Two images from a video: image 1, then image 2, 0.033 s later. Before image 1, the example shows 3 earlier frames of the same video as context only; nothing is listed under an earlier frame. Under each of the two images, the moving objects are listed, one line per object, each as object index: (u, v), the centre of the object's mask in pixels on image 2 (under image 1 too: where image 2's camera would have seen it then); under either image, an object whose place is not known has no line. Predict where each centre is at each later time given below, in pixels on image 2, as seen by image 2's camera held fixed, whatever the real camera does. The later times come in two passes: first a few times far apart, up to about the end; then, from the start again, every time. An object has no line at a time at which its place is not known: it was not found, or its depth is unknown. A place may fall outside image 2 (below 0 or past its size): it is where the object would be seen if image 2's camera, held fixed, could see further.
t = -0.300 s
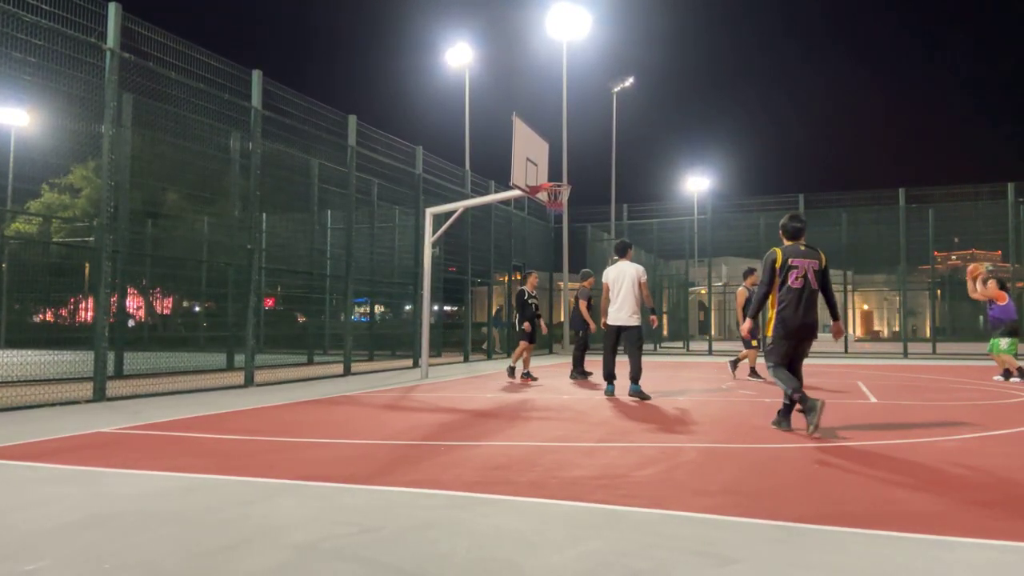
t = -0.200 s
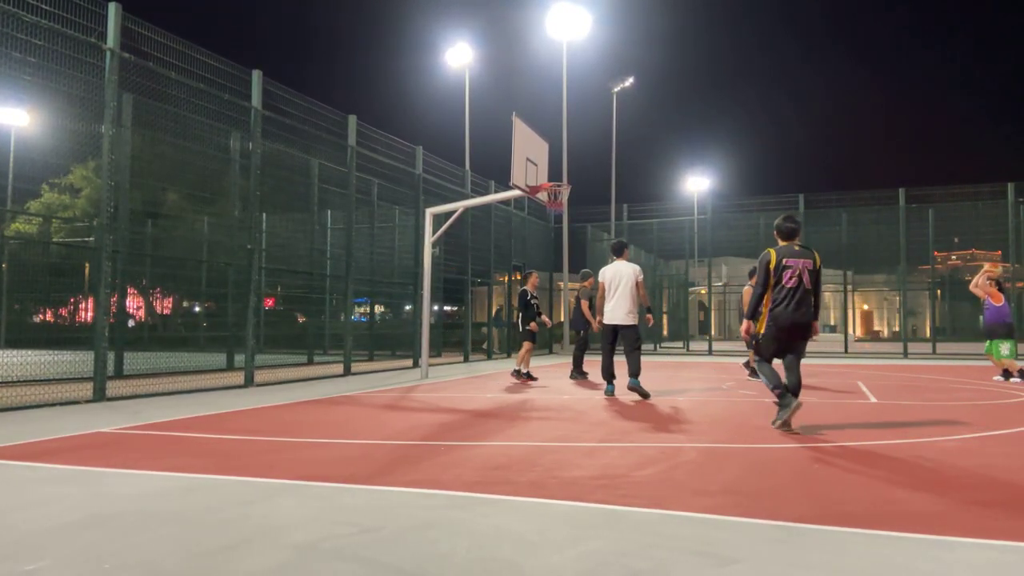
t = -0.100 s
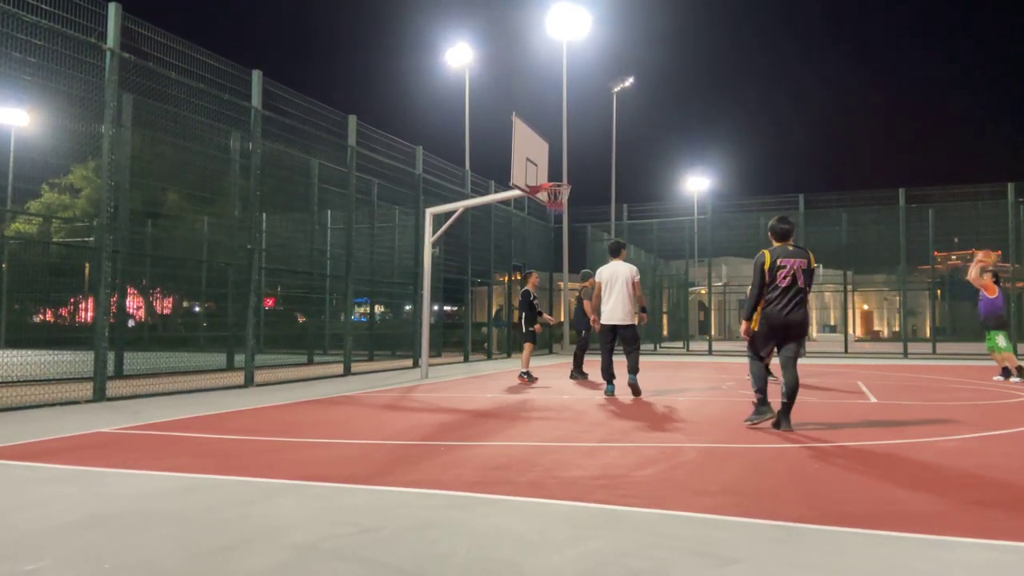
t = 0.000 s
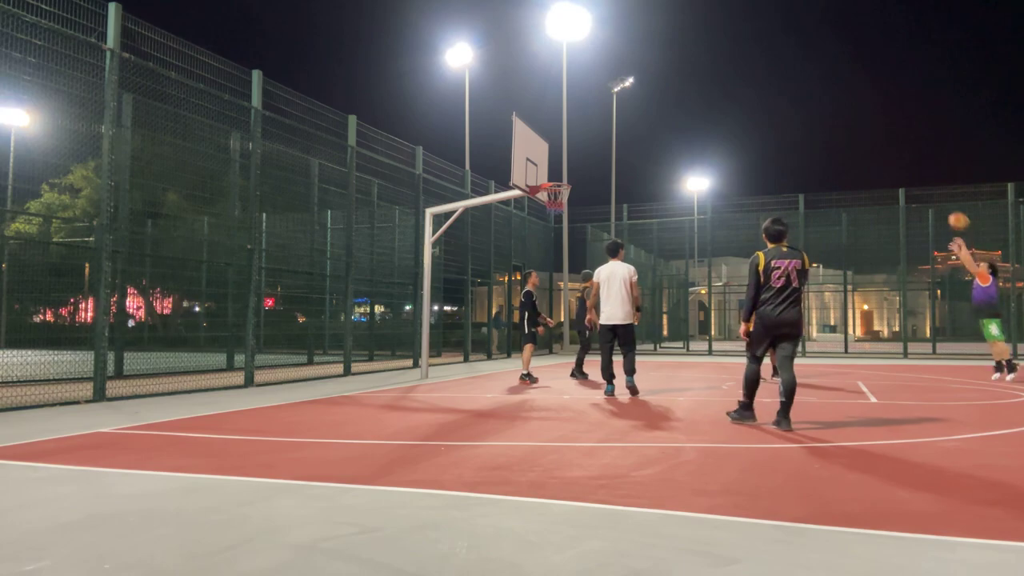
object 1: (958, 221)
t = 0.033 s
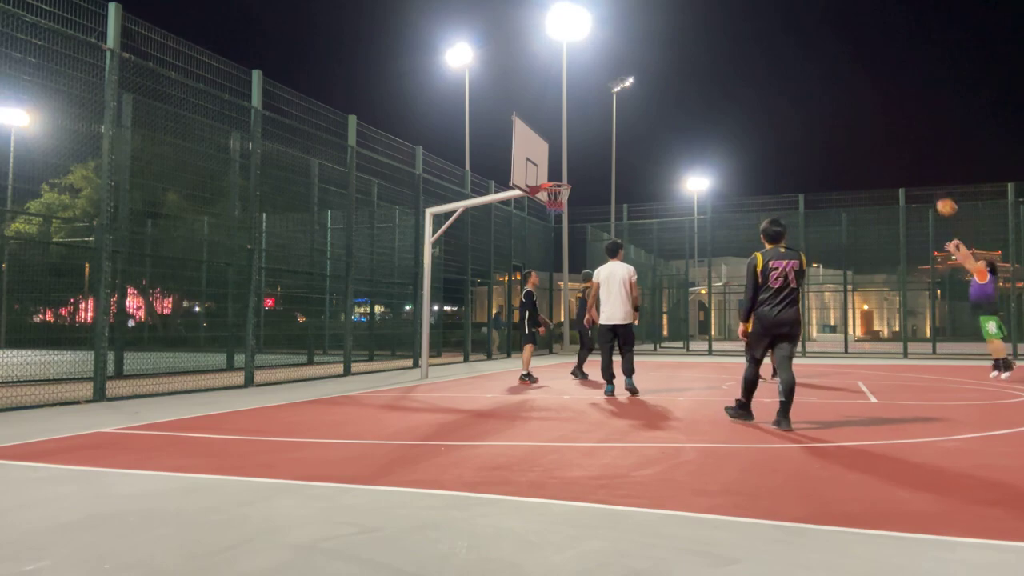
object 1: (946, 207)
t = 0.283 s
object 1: (858, 129)
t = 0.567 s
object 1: (762, 91)
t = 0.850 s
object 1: (669, 105)
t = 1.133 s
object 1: (580, 167)
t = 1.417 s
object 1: (578, 170)
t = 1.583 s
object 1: (612, 174)
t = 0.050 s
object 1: (940, 200)
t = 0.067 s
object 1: (934, 194)
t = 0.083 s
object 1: (928, 188)
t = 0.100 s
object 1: (922, 182)
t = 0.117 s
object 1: (917, 177)
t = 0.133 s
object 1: (910, 171)
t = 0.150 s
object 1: (905, 166)
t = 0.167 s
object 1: (899, 160)
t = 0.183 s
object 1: (893, 155)
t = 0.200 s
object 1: (887, 150)
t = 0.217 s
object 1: (881, 146)
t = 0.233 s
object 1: (875, 141)
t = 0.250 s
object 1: (870, 137)
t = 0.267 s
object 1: (864, 133)
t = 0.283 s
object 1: (858, 129)
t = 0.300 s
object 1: (852, 125)
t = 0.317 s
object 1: (847, 122)
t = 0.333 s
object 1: (841, 119)
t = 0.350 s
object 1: (835, 115)
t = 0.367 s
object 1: (829, 112)
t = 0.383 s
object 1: (824, 109)
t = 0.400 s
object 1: (818, 107)
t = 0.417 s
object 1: (812, 104)
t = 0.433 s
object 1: (807, 102)
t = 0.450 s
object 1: (801, 100)
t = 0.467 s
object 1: (795, 98)
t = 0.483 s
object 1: (790, 97)
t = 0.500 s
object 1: (784, 95)
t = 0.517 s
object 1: (778, 94)
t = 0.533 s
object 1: (773, 93)
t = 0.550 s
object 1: (767, 92)
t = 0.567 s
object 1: (762, 91)
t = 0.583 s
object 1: (756, 90)
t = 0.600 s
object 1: (751, 90)
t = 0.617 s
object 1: (745, 90)
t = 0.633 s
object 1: (740, 90)
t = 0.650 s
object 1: (734, 90)
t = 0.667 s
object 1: (729, 90)
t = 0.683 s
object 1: (723, 90)
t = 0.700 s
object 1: (718, 91)
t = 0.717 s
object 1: (712, 92)
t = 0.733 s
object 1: (707, 93)
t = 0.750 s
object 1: (701, 94)
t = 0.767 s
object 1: (696, 95)
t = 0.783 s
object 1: (691, 97)
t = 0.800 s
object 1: (685, 98)
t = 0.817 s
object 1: (680, 100)
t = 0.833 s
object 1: (675, 103)
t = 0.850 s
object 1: (669, 105)
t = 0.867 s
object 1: (664, 107)
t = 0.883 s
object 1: (658, 109)
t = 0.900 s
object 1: (653, 113)
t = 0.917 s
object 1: (648, 115)
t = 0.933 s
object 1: (642, 118)
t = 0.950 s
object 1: (637, 121)
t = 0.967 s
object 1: (632, 125)
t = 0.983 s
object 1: (627, 128)
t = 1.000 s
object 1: (622, 132)
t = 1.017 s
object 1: (616, 136)
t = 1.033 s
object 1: (611, 140)
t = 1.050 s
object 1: (605, 144)
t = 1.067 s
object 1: (601, 148)
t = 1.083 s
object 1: (595, 153)
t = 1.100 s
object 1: (590, 157)
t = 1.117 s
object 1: (585, 162)
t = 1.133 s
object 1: (580, 167)
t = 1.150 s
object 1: (575, 172)
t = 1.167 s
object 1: (570, 177)
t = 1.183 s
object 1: (565, 180)
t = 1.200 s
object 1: (560, 180)
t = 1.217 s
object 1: (556, 181)
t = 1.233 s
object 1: (551, 181)
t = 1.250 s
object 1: (547, 182)
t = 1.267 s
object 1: (548, 181)
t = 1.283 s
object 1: (552, 179)
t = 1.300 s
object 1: (555, 177)
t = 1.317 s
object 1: (558, 177)
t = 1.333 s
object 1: (562, 175)
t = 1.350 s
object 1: (565, 174)
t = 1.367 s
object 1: (569, 173)
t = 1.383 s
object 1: (572, 172)
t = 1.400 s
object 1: (575, 171)
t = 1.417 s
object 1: (578, 170)
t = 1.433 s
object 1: (582, 170)
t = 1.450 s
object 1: (585, 170)
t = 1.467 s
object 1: (588, 170)
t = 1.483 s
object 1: (591, 170)
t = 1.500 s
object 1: (595, 170)
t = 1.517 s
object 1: (598, 170)
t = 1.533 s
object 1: (601, 171)
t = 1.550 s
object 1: (604, 172)
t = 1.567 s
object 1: (608, 172)
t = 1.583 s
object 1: (612, 174)
